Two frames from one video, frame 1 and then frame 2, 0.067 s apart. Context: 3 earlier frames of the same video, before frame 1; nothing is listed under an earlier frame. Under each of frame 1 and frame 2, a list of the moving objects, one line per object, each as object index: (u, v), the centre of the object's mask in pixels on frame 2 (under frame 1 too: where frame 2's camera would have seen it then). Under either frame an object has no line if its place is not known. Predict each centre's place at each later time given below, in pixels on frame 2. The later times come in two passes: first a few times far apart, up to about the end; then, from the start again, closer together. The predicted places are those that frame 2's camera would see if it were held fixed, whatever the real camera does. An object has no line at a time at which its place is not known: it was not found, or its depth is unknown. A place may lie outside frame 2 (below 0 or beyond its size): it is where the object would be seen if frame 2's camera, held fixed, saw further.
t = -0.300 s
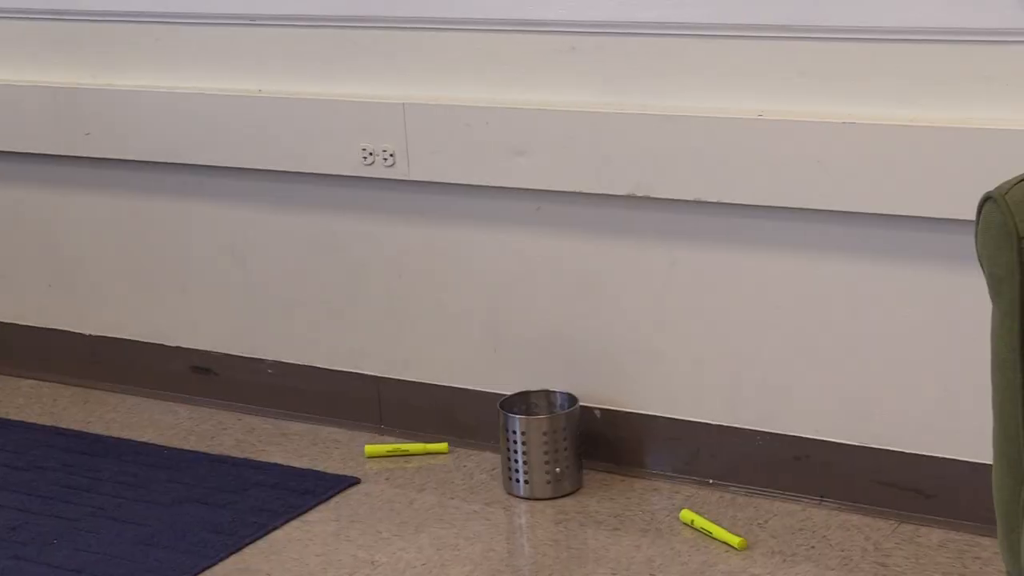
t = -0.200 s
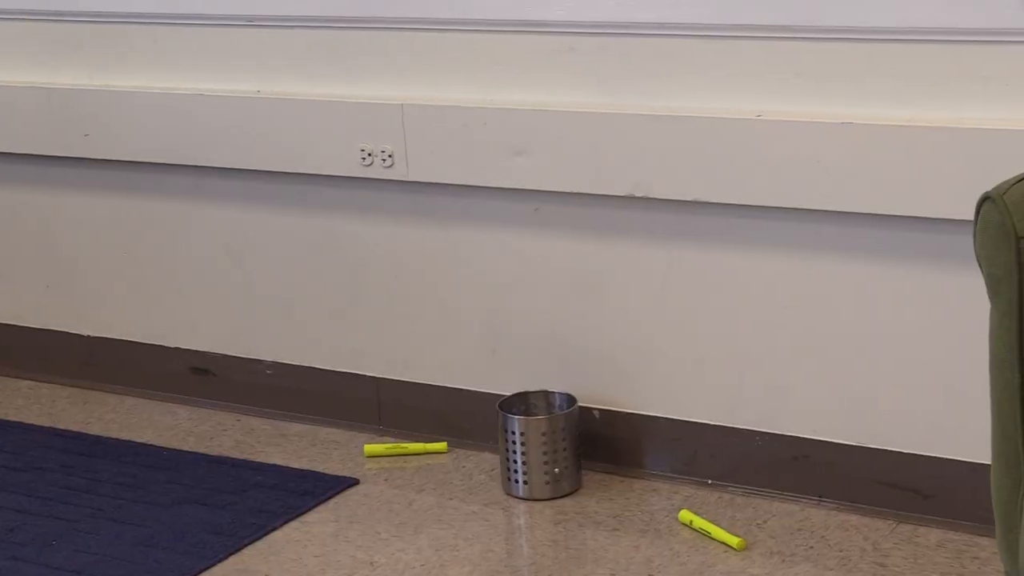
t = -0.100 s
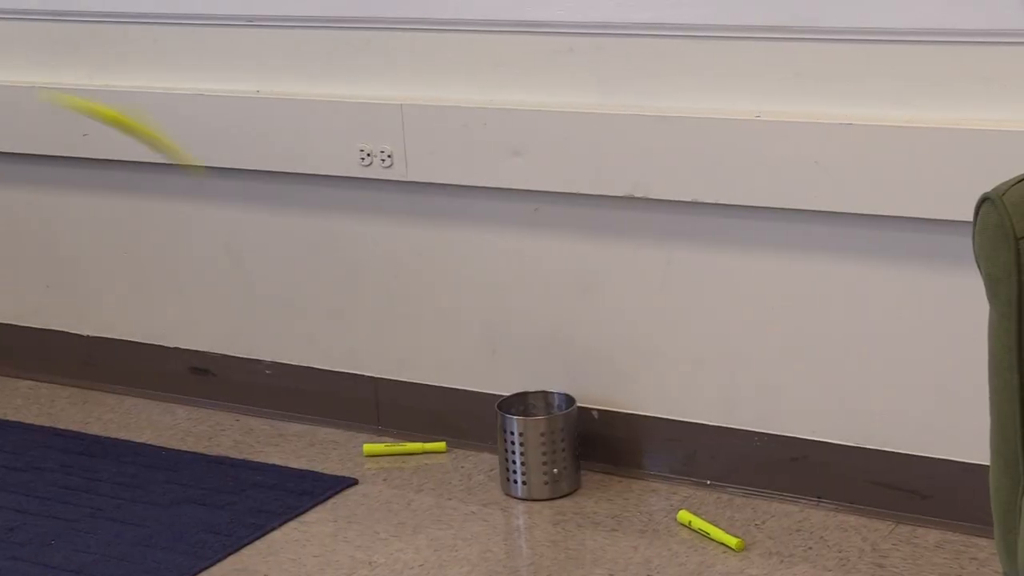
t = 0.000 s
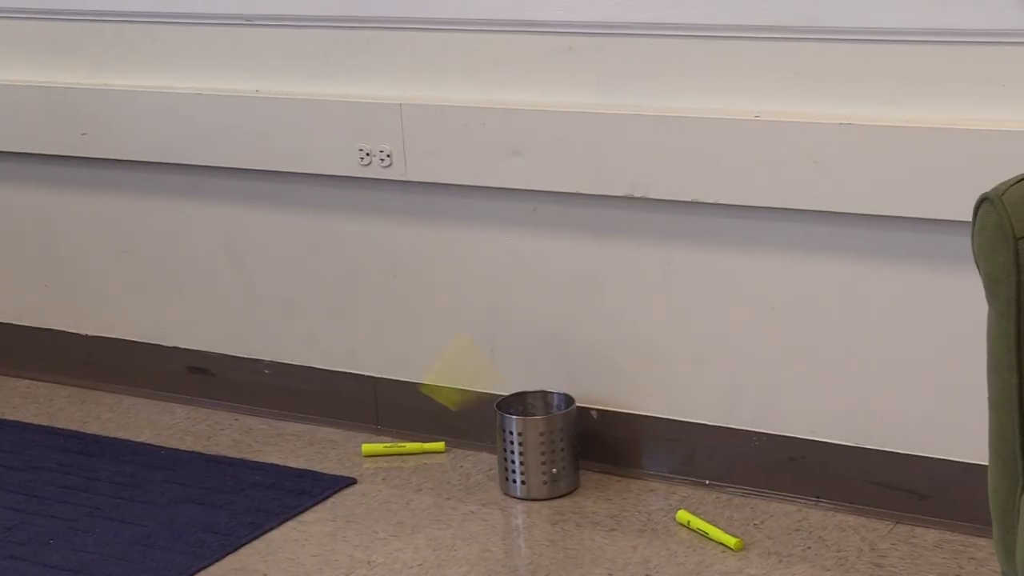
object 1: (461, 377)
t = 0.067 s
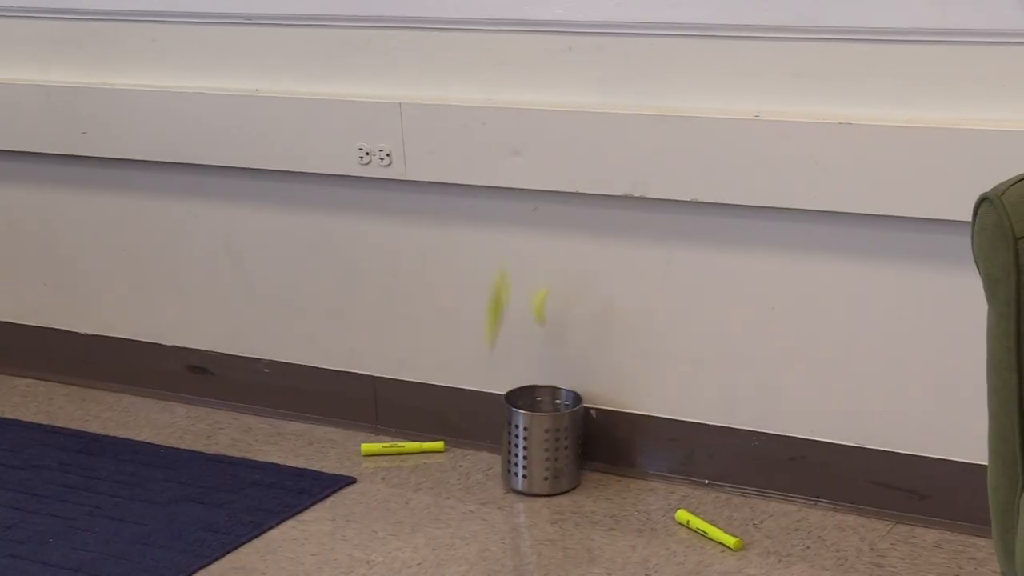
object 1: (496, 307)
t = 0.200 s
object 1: (402, 227)
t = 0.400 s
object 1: (242, 476)
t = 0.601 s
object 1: (178, 466)
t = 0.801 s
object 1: (163, 469)
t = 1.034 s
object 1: (164, 468)
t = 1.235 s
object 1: (165, 468)
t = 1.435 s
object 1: (165, 468)
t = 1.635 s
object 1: (161, 468)
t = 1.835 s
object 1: (161, 468)
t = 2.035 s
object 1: (161, 468)
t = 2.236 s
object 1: (161, 467)
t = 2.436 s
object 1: (160, 468)
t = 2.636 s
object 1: (160, 468)
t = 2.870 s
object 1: (160, 468)
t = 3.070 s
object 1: (160, 468)
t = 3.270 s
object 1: (160, 468)
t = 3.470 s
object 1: (161, 467)
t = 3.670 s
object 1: (162, 467)
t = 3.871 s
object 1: (160, 468)
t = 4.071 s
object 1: (159, 468)
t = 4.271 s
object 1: (159, 468)
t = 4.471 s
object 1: (159, 468)
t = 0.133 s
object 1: (463, 190)
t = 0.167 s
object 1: (432, 204)
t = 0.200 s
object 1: (402, 227)
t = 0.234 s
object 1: (373, 259)
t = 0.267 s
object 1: (345, 297)
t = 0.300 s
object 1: (317, 346)
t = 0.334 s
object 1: (291, 396)
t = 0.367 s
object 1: (265, 452)
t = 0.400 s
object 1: (242, 476)
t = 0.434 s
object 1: (231, 464)
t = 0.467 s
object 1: (219, 457)
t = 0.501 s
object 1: (207, 454)
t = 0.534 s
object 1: (197, 458)
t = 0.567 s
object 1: (184, 466)
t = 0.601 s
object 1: (178, 466)
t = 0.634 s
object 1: (171, 467)
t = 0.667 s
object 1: (165, 468)
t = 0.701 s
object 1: (162, 469)
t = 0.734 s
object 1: (162, 469)
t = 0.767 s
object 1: (162, 469)
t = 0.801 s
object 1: (163, 469)
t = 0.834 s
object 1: (164, 469)
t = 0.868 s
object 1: (164, 468)
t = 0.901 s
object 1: (165, 468)
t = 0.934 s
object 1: (165, 468)
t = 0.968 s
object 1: (165, 468)
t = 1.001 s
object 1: (165, 468)
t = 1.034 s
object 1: (164, 468)
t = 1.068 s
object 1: (165, 468)
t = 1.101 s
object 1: (164, 468)
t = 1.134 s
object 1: (164, 468)
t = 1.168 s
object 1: (164, 468)
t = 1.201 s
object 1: (164, 468)
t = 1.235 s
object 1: (165, 468)
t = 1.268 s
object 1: (165, 468)
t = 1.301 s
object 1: (165, 468)
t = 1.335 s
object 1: (164, 468)
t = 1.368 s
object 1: (164, 468)
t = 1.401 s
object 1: (164, 468)
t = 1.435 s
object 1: (165, 468)
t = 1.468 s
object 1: (165, 468)
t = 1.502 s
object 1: (160, 468)
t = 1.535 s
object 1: (160, 468)
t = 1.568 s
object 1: (160, 468)
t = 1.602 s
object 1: (161, 468)
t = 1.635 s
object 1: (161, 468)
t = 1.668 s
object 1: (161, 468)
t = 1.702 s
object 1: (161, 468)
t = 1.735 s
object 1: (161, 468)
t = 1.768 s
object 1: (161, 468)
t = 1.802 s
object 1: (162, 468)
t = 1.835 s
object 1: (161, 468)
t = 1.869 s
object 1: (161, 468)
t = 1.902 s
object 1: (161, 468)
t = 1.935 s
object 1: (161, 468)
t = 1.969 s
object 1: (161, 468)
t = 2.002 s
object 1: (161, 468)
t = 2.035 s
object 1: (161, 468)
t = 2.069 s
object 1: (161, 468)
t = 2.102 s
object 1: (161, 468)
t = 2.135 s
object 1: (160, 468)
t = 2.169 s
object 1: (161, 468)
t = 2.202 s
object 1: (161, 467)
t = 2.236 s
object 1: (161, 467)
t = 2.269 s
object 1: (161, 468)
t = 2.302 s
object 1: (160, 468)
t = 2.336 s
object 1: (160, 468)
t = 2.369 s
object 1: (160, 467)
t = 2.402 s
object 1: (160, 468)
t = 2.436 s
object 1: (160, 468)
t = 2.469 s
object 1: (160, 468)
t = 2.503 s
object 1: (160, 468)
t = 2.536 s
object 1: (160, 468)
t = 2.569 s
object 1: (160, 468)
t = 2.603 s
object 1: (160, 468)
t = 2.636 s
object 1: (160, 468)
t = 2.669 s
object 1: (159, 468)
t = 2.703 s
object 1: (159, 468)
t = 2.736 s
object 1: (159, 468)
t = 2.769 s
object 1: (160, 468)
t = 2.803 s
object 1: (160, 468)
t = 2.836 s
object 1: (160, 468)
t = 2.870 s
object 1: (160, 468)
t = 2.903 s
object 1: (159, 468)
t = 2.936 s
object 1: (160, 468)
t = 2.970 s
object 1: (160, 468)
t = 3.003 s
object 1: (160, 468)
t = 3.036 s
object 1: (160, 468)
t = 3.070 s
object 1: (160, 468)
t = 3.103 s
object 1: (160, 468)
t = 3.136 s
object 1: (160, 468)
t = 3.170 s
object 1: (160, 468)
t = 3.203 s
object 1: (160, 468)
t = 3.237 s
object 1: (160, 468)
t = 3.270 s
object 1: (160, 468)
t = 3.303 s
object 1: (160, 468)
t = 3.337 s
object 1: (161, 468)
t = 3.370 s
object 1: (160, 467)
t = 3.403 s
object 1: (161, 467)
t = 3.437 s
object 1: (161, 468)
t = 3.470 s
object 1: (161, 467)
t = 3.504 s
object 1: (162, 467)
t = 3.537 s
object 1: (161, 467)
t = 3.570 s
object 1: (161, 467)
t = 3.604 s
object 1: (161, 467)
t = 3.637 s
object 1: (162, 467)
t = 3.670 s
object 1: (162, 467)
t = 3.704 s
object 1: (161, 467)
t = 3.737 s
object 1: (162, 467)
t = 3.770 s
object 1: (161, 468)
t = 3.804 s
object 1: (161, 467)
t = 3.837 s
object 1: (161, 467)
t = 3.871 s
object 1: (160, 468)
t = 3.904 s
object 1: (160, 468)
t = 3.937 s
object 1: (159, 468)
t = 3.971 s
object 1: (160, 468)
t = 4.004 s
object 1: (160, 468)
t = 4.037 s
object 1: (160, 468)
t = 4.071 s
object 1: (159, 468)
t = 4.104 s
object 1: (159, 468)
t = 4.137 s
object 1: (159, 468)
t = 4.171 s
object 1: (159, 468)
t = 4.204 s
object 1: (159, 468)
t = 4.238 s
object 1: (159, 468)
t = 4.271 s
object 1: (159, 468)
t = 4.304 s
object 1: (158, 468)
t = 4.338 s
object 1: (159, 468)
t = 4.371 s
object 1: (159, 468)
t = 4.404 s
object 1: (159, 468)
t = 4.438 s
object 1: (159, 468)
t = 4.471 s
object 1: (159, 468)
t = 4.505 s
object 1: (159, 468)
